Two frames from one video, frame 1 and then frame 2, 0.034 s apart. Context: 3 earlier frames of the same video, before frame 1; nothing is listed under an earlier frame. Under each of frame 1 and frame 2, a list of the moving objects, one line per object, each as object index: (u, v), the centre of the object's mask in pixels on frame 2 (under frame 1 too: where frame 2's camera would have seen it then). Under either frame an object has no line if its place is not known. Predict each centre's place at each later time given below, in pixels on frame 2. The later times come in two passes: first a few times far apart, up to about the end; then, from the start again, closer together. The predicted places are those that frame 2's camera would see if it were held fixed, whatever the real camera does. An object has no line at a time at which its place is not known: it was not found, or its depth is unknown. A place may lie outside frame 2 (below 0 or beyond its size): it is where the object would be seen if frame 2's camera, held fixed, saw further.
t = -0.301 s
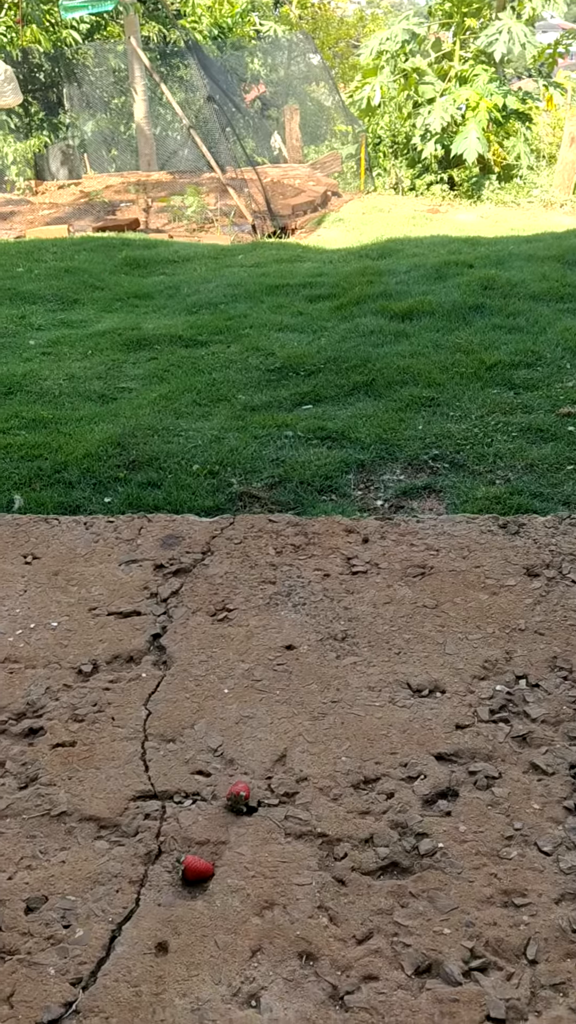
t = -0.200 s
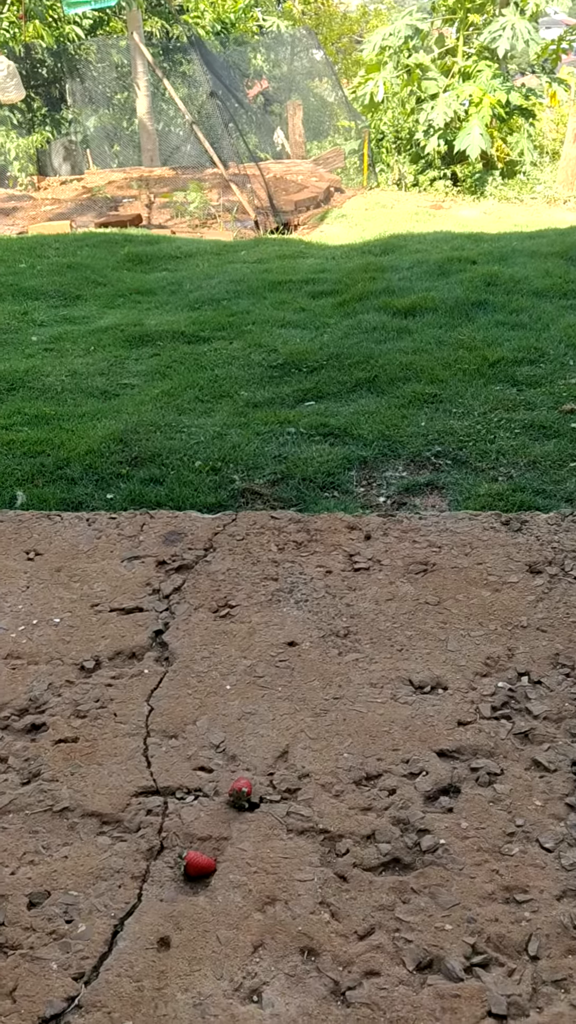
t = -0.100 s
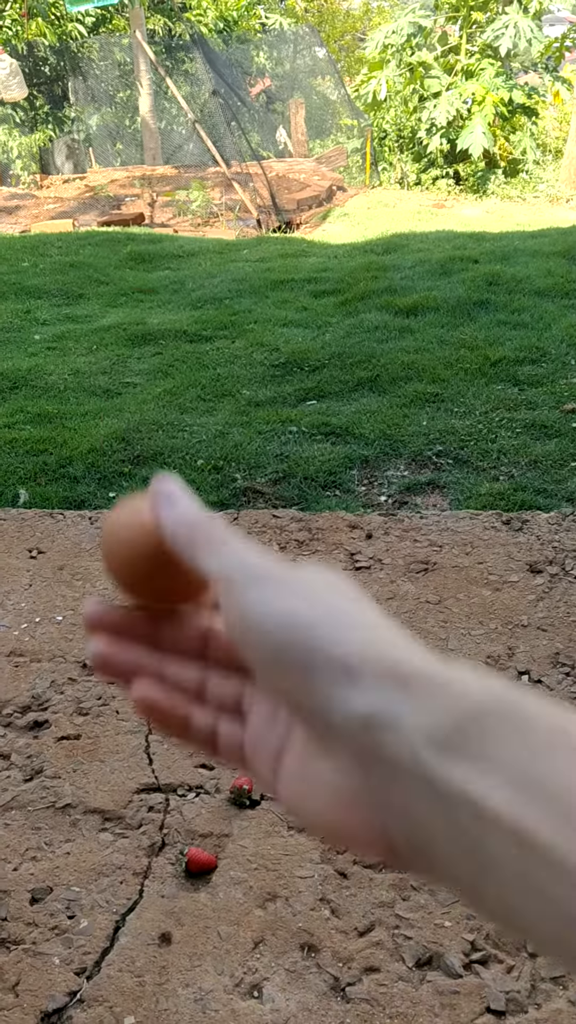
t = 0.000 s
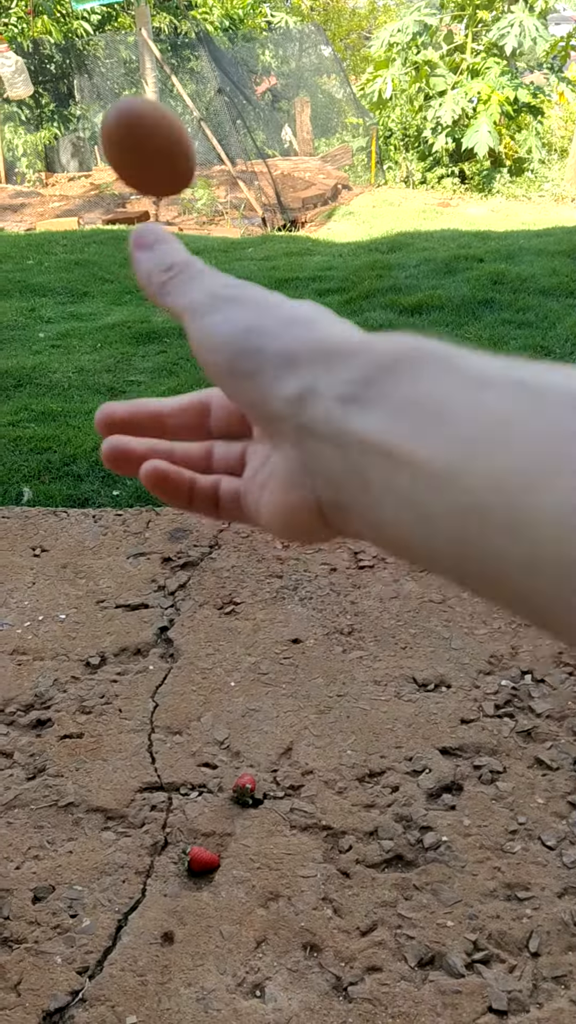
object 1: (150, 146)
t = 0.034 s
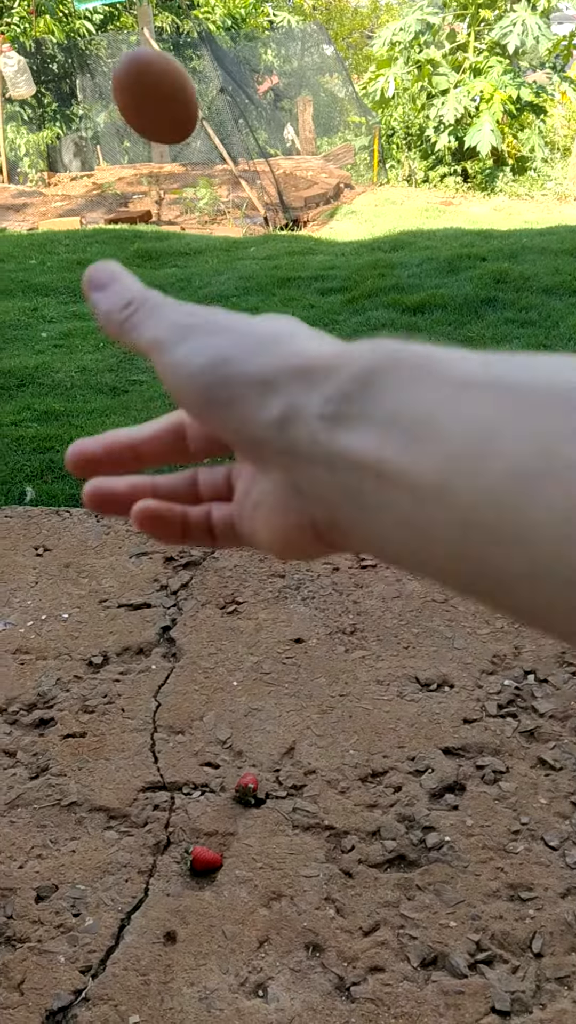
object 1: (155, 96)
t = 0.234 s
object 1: (201, 195)
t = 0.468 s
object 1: (238, 487)
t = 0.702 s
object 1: (238, 463)
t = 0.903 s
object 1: (238, 458)
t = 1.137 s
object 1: (239, 459)
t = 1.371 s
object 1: (240, 460)
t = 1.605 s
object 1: (240, 460)
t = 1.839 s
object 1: (240, 460)
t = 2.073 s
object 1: (240, 461)
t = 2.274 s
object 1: (240, 461)
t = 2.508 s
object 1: (240, 461)
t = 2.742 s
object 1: (240, 461)
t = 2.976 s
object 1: (240, 461)
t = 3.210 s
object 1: (241, 461)
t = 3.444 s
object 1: (240, 461)
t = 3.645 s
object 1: (240, 461)
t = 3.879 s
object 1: (241, 461)
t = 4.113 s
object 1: (241, 461)
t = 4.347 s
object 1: (241, 461)
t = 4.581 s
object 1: (241, 462)
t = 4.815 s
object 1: (241, 462)
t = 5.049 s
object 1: (241, 461)
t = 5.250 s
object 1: (241, 461)
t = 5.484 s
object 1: (240, 461)
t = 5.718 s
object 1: (239, 461)
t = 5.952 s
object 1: (238, 461)
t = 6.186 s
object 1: (238, 461)
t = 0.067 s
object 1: (164, 74)
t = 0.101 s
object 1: (173, 74)
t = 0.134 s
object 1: (181, 88)
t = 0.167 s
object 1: (187, 115)
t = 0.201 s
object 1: (195, 152)
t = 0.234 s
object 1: (201, 195)
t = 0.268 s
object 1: (208, 237)
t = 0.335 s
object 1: (221, 330)
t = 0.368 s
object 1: (226, 374)
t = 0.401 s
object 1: (230, 413)
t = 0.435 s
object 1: (234, 451)
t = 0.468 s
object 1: (238, 487)
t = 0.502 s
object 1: (238, 499)
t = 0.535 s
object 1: (236, 483)
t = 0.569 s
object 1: (237, 472)
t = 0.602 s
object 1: (238, 467)
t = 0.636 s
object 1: (238, 465)
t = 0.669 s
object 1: (239, 467)
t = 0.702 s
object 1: (238, 463)
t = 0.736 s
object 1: (237, 460)
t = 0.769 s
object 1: (237, 459)
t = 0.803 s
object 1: (236, 458)
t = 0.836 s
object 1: (237, 458)
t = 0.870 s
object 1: (238, 458)
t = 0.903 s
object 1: (238, 458)
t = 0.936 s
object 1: (238, 458)
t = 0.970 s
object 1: (238, 458)
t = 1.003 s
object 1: (239, 459)
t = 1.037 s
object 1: (239, 459)
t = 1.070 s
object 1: (239, 459)
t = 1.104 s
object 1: (239, 459)
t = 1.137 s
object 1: (239, 459)
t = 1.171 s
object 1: (239, 459)
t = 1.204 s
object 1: (239, 460)
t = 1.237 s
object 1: (239, 460)
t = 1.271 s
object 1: (240, 460)
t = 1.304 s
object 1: (240, 460)
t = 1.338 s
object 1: (240, 460)
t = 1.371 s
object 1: (240, 460)
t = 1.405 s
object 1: (240, 460)
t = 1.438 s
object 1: (240, 460)
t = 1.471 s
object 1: (240, 460)
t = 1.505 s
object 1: (240, 460)
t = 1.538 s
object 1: (240, 460)
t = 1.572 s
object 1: (240, 460)
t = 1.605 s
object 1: (240, 460)
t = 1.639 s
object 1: (240, 460)
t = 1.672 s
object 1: (240, 460)
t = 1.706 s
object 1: (240, 461)
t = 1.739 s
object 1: (240, 461)
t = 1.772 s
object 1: (240, 461)
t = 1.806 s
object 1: (240, 460)
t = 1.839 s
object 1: (240, 460)
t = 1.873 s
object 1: (240, 461)
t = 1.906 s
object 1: (240, 461)
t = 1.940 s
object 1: (240, 461)
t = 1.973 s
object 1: (240, 461)
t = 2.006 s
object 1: (240, 461)
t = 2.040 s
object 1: (240, 461)
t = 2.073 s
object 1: (240, 461)
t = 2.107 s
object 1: (240, 461)
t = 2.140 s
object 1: (240, 461)
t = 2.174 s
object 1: (240, 461)
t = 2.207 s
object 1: (240, 461)
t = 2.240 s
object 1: (240, 461)
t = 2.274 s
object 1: (240, 461)
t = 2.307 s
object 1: (240, 461)
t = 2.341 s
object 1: (240, 461)
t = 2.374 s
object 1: (240, 461)
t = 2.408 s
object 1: (240, 461)
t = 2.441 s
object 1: (240, 461)
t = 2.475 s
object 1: (240, 461)
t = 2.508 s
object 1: (240, 461)
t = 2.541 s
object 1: (240, 461)
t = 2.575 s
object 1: (240, 461)
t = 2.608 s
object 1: (240, 461)
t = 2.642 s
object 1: (240, 461)
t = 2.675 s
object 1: (240, 461)
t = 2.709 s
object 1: (240, 461)
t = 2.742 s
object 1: (240, 461)
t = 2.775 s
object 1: (240, 461)
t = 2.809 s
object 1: (240, 461)
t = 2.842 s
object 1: (240, 461)
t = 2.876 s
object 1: (240, 461)
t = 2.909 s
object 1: (240, 461)
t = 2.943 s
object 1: (240, 461)
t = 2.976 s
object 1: (240, 461)
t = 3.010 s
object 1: (240, 461)
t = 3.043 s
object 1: (240, 461)
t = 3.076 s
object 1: (241, 461)
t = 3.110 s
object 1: (241, 461)
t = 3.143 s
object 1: (241, 461)
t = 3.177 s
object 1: (240, 461)
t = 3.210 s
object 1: (241, 461)
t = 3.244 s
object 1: (240, 461)
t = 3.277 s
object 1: (240, 461)
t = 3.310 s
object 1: (240, 461)
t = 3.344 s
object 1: (240, 461)
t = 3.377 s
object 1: (240, 461)
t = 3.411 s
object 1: (240, 461)
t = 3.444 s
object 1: (240, 461)
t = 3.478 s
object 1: (240, 461)
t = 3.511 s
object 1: (240, 461)
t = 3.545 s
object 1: (240, 461)
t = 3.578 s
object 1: (241, 461)
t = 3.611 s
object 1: (241, 461)
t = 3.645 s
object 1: (240, 461)
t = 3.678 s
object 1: (241, 461)
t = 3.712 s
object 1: (241, 461)
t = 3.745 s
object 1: (241, 461)
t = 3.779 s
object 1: (240, 461)
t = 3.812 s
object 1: (241, 461)
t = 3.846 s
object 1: (241, 461)
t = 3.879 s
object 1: (241, 461)
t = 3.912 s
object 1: (241, 461)
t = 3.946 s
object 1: (241, 461)
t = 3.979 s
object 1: (241, 461)
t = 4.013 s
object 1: (241, 461)
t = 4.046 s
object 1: (241, 461)
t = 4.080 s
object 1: (241, 461)
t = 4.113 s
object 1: (241, 461)
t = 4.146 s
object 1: (241, 461)
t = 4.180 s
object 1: (241, 461)
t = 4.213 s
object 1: (241, 461)
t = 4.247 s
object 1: (241, 461)
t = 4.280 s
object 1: (241, 461)
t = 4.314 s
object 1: (241, 461)
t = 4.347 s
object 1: (241, 461)
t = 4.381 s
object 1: (241, 461)
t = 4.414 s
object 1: (241, 461)
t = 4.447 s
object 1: (241, 462)
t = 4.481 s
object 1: (241, 462)
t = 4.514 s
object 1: (241, 462)
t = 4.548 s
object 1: (241, 462)
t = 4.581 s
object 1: (241, 462)
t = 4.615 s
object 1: (241, 461)
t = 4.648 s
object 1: (241, 461)
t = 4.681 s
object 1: (241, 461)
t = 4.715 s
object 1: (241, 461)
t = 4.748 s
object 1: (241, 462)
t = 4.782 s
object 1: (241, 462)
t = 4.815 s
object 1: (241, 462)
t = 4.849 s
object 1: (241, 461)
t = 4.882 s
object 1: (241, 461)
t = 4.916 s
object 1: (241, 461)
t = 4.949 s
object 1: (241, 461)
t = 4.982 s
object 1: (241, 461)
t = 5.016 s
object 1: (241, 461)
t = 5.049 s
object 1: (241, 461)
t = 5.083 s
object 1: (241, 461)
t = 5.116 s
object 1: (241, 461)
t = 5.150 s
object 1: (241, 461)
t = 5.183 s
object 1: (241, 461)
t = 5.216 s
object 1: (241, 461)
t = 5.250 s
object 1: (241, 461)
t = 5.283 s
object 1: (241, 461)
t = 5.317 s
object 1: (241, 461)
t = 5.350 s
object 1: (240, 461)
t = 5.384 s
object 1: (240, 461)
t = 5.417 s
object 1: (240, 461)
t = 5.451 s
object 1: (240, 461)
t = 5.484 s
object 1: (240, 461)
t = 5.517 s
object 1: (240, 461)
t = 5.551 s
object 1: (240, 461)
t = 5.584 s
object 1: (239, 461)
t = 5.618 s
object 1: (239, 461)
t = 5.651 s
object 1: (239, 461)
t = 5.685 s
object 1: (239, 461)
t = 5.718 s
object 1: (239, 461)
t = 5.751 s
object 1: (239, 461)
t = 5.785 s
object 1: (239, 461)
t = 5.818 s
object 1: (239, 461)
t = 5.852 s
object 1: (239, 461)
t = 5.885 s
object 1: (238, 461)
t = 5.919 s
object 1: (239, 461)
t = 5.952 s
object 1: (238, 461)
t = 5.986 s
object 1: (238, 461)
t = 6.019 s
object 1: (238, 461)
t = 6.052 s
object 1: (238, 461)
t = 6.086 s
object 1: (238, 461)
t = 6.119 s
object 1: (238, 461)
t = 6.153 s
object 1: (239, 461)
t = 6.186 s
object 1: (238, 461)
